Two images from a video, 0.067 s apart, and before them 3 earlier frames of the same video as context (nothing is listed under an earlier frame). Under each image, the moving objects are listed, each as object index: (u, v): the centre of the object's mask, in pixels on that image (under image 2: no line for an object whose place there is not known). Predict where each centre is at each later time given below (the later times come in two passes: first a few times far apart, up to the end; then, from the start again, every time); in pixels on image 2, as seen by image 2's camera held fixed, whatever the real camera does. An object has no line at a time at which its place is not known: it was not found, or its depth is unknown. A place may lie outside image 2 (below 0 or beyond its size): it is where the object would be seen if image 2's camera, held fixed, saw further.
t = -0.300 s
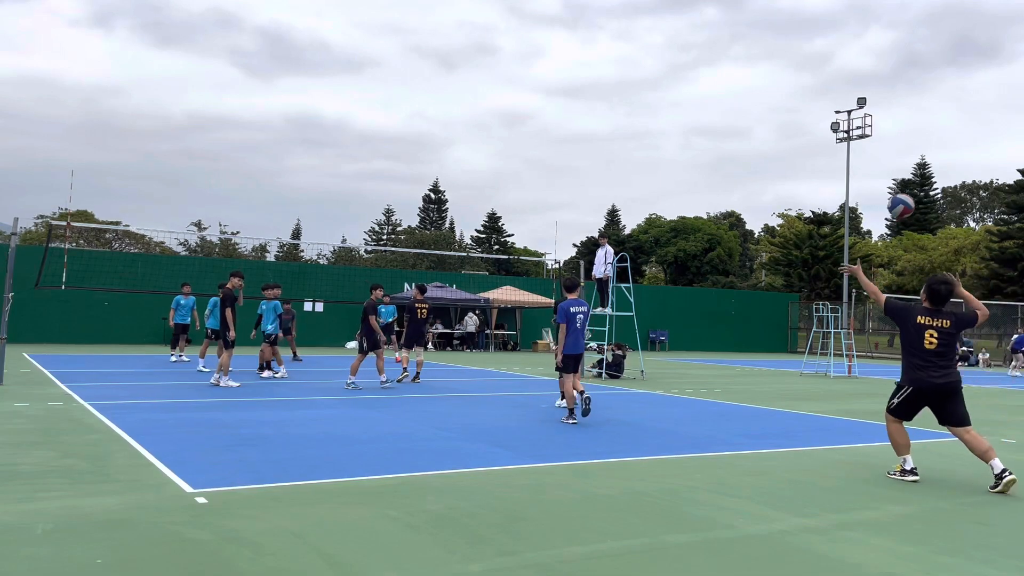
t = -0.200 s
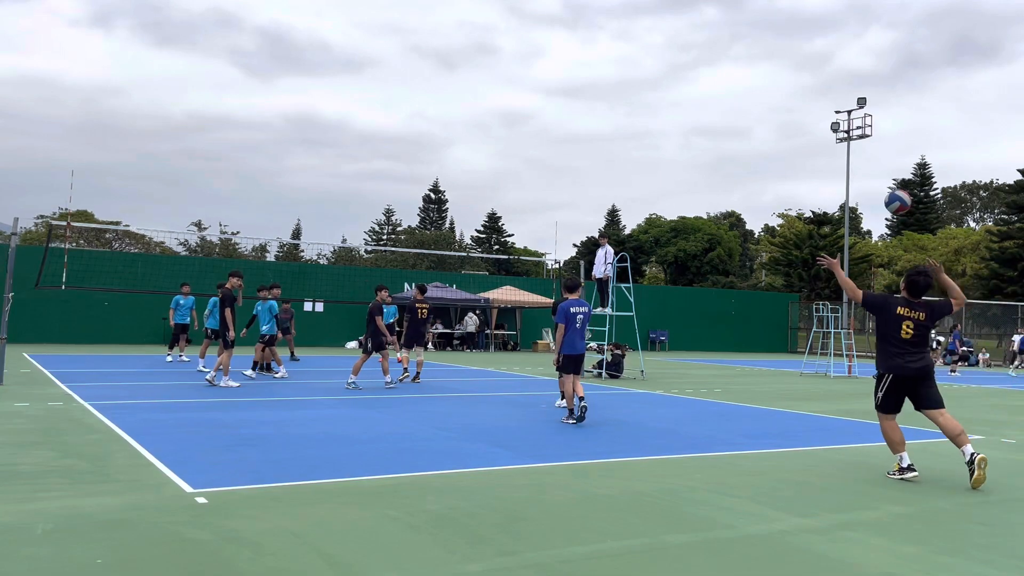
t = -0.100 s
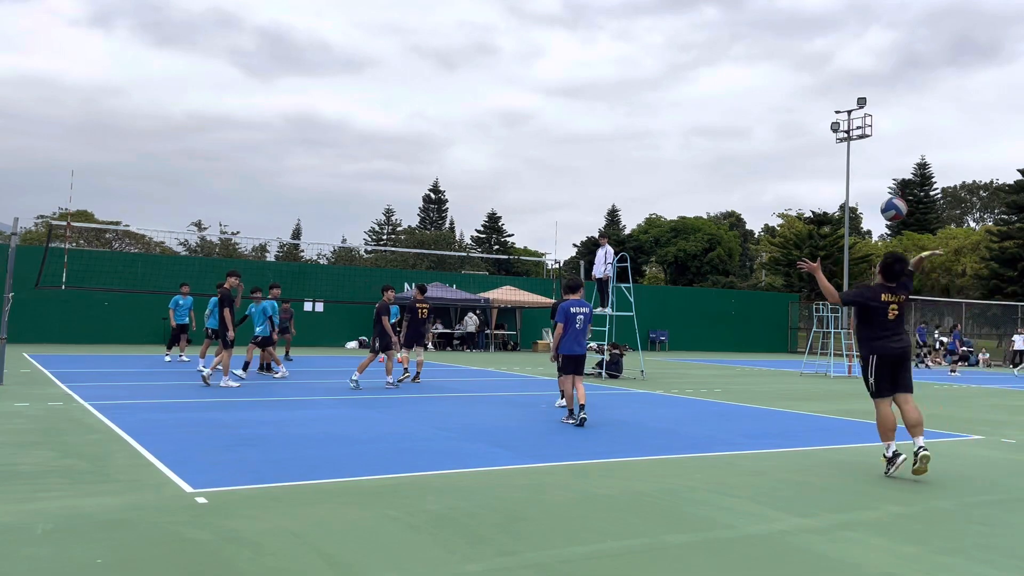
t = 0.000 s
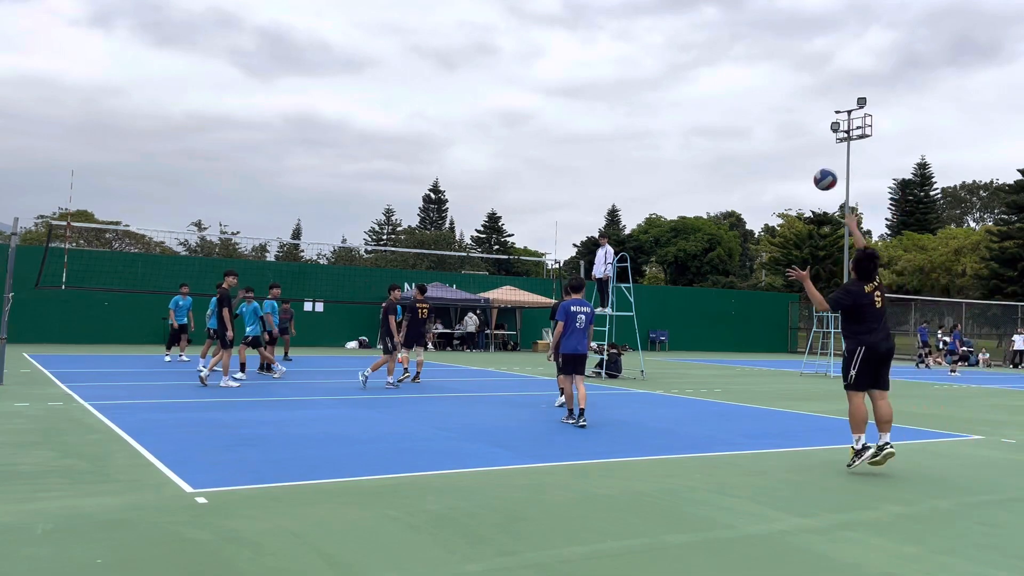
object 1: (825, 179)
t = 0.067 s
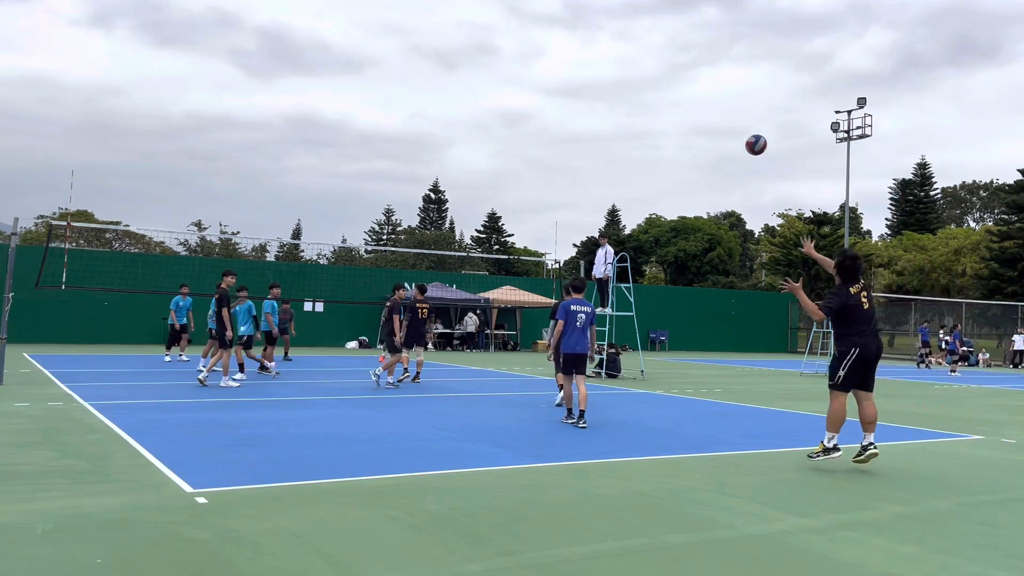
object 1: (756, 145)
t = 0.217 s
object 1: (635, 97)
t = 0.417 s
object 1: (522, 74)
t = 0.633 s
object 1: (436, 82)
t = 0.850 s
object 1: (374, 114)
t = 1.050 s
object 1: (332, 156)
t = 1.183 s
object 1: (308, 188)
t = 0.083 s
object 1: (740, 138)
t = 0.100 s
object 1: (725, 131)
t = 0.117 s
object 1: (711, 125)
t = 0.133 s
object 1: (697, 119)
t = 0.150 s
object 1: (684, 114)
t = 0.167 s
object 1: (671, 109)
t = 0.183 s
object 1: (659, 104)
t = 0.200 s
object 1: (647, 100)
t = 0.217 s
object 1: (635, 97)
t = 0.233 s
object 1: (624, 93)
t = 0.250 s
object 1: (613, 90)
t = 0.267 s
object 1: (603, 87)
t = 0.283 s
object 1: (592, 85)
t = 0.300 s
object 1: (583, 83)
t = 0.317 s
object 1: (573, 81)
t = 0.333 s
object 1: (564, 79)
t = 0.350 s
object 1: (555, 78)
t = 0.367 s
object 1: (546, 77)
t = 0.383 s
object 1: (538, 76)
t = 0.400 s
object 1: (530, 75)
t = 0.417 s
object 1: (522, 74)
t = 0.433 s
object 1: (514, 73)
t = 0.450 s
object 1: (506, 73)
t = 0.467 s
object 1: (499, 73)
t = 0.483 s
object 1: (492, 73)
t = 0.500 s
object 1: (485, 74)
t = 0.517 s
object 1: (478, 74)
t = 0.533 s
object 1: (472, 75)
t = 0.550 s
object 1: (465, 75)
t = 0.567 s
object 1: (459, 76)
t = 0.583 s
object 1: (453, 77)
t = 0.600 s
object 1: (447, 79)
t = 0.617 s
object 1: (441, 81)
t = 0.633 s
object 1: (436, 82)
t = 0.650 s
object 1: (430, 84)
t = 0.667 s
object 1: (425, 86)
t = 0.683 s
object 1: (420, 88)
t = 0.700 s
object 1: (415, 90)
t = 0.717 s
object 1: (410, 93)
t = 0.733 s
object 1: (405, 95)
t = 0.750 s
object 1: (400, 97)
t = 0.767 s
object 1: (396, 100)
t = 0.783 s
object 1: (391, 103)
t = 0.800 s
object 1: (387, 105)
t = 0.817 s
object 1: (383, 108)
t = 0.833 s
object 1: (379, 111)
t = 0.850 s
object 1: (374, 114)
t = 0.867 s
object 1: (371, 117)
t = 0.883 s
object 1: (367, 120)
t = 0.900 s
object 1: (363, 124)
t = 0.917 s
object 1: (359, 127)
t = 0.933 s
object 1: (355, 130)
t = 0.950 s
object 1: (352, 134)
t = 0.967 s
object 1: (348, 137)
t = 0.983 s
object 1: (345, 141)
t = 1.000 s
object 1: (341, 145)
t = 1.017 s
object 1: (338, 148)
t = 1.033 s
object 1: (335, 152)
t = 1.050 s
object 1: (332, 156)
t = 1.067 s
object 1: (329, 160)
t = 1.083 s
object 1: (325, 164)
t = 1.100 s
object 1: (322, 168)
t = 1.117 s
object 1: (320, 172)
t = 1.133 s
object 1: (317, 176)
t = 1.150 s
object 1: (314, 180)
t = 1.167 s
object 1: (311, 184)
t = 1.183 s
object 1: (308, 188)
